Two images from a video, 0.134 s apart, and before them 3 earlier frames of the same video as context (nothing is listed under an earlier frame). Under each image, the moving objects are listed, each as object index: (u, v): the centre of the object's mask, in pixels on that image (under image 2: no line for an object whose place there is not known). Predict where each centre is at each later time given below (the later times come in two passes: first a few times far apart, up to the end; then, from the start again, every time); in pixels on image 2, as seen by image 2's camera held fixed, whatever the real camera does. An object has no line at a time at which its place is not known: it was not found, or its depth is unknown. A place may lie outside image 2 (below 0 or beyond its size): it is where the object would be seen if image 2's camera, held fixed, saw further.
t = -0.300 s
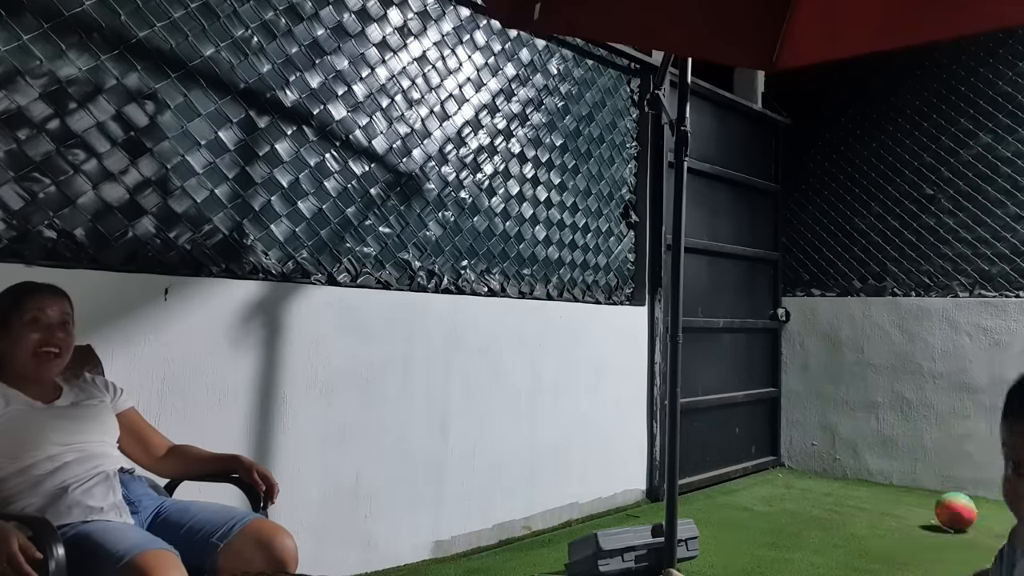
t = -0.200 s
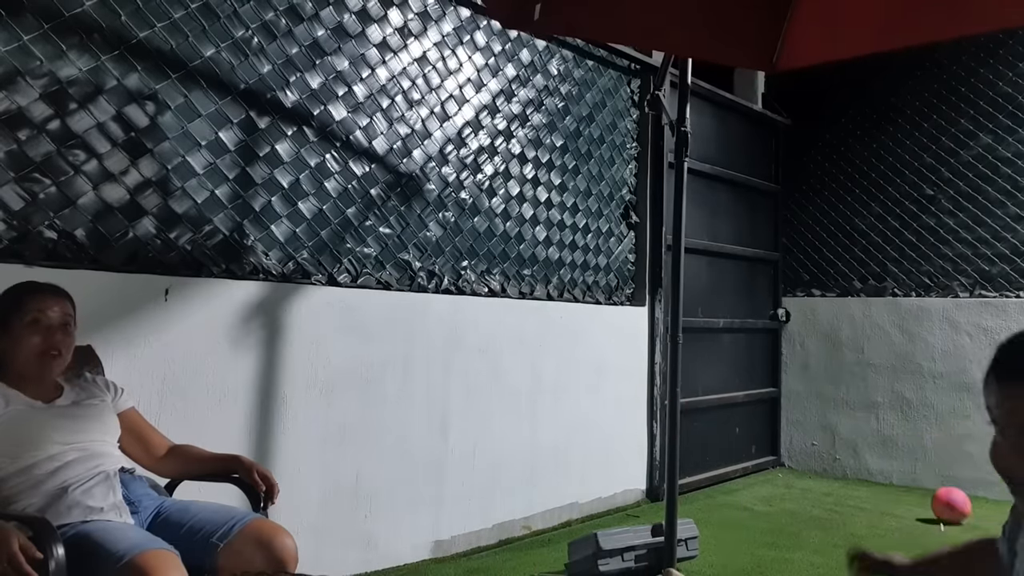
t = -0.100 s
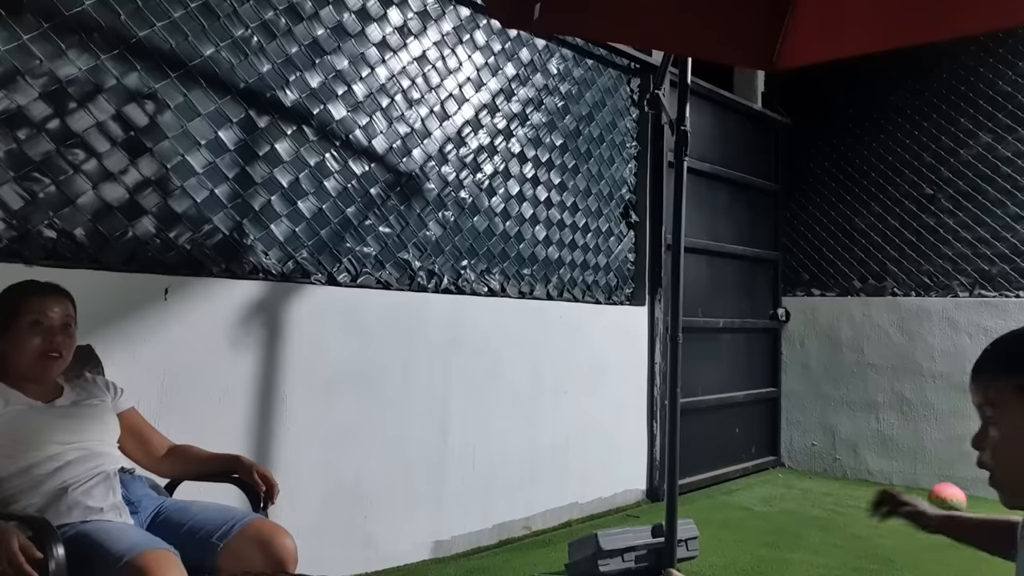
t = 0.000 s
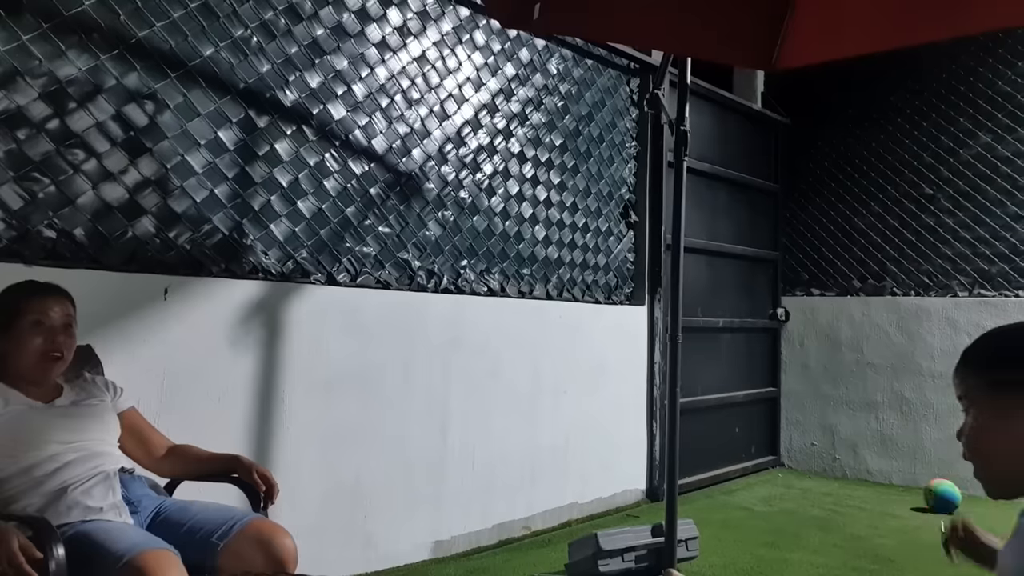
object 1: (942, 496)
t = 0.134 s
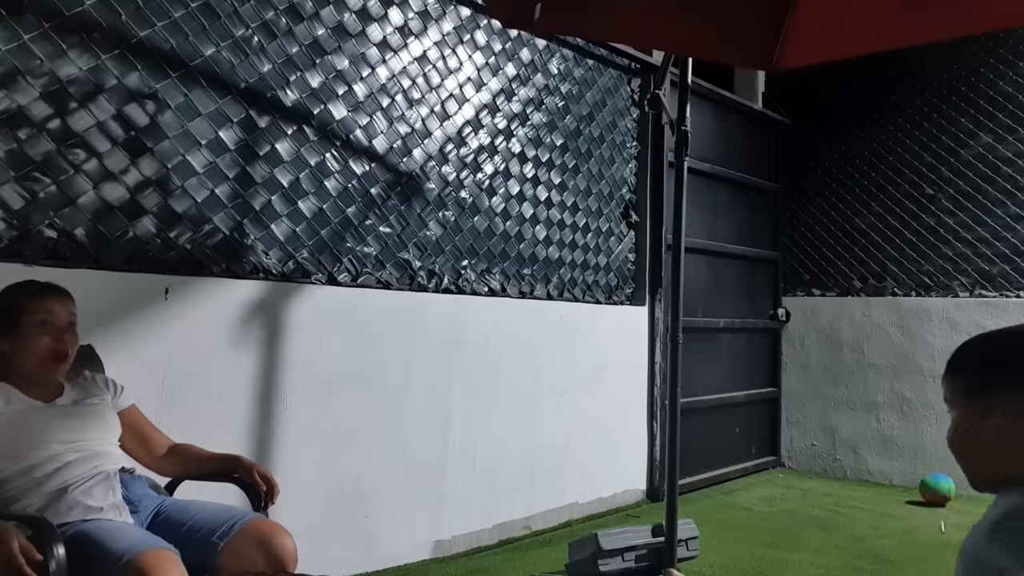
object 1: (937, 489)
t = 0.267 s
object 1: (930, 484)
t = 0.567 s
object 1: (923, 475)
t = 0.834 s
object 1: (913, 477)
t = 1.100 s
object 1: (905, 476)
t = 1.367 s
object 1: (898, 475)
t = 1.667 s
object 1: (892, 474)
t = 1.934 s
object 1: (891, 474)
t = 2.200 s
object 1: (891, 474)
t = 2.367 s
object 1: (891, 474)
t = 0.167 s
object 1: (935, 487)
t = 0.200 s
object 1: (934, 486)
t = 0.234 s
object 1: (933, 486)
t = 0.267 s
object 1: (930, 484)
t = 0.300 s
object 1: (926, 481)
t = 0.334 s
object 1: (923, 478)
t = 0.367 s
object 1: (922, 477)
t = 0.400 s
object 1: (922, 475)
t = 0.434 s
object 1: (924, 474)
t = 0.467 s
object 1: (924, 475)
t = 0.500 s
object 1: (925, 476)
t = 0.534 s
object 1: (924, 476)
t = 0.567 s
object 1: (923, 475)
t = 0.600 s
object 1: (923, 476)
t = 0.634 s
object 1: (921, 475)
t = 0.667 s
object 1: (917, 476)
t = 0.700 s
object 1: (918, 477)
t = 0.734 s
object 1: (917, 477)
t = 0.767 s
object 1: (916, 476)
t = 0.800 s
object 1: (915, 477)
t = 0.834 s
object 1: (913, 477)
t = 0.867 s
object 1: (912, 476)
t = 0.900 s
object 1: (911, 476)
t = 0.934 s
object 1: (910, 476)
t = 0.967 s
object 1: (909, 477)
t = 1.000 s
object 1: (908, 476)
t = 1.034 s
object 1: (907, 476)
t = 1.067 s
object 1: (906, 476)
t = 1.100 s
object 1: (905, 476)
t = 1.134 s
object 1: (904, 476)
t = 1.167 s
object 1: (903, 476)
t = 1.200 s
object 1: (903, 475)
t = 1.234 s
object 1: (902, 475)
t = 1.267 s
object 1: (901, 475)
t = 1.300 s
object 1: (900, 475)
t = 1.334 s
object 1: (899, 475)
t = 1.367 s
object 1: (898, 475)
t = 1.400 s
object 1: (897, 475)
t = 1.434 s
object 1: (897, 475)
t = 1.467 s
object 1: (896, 474)
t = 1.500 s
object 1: (895, 475)
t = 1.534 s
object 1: (895, 474)
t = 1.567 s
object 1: (894, 474)
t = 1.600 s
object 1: (893, 474)
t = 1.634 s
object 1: (893, 474)
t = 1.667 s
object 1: (892, 474)
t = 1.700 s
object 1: (892, 474)
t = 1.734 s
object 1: (892, 474)
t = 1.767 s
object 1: (891, 474)
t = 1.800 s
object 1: (891, 474)
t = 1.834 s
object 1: (891, 474)
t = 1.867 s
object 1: (891, 474)
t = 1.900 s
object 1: (891, 474)
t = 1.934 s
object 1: (891, 474)
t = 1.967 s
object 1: (891, 474)
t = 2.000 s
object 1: (891, 474)
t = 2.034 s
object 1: (891, 474)
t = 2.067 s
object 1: (891, 474)
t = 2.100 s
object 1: (891, 474)
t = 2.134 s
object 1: (891, 473)
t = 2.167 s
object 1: (891, 474)
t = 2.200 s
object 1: (891, 474)
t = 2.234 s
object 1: (891, 474)
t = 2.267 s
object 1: (891, 474)
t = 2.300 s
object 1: (891, 474)
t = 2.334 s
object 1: (891, 474)
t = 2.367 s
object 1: (891, 474)
